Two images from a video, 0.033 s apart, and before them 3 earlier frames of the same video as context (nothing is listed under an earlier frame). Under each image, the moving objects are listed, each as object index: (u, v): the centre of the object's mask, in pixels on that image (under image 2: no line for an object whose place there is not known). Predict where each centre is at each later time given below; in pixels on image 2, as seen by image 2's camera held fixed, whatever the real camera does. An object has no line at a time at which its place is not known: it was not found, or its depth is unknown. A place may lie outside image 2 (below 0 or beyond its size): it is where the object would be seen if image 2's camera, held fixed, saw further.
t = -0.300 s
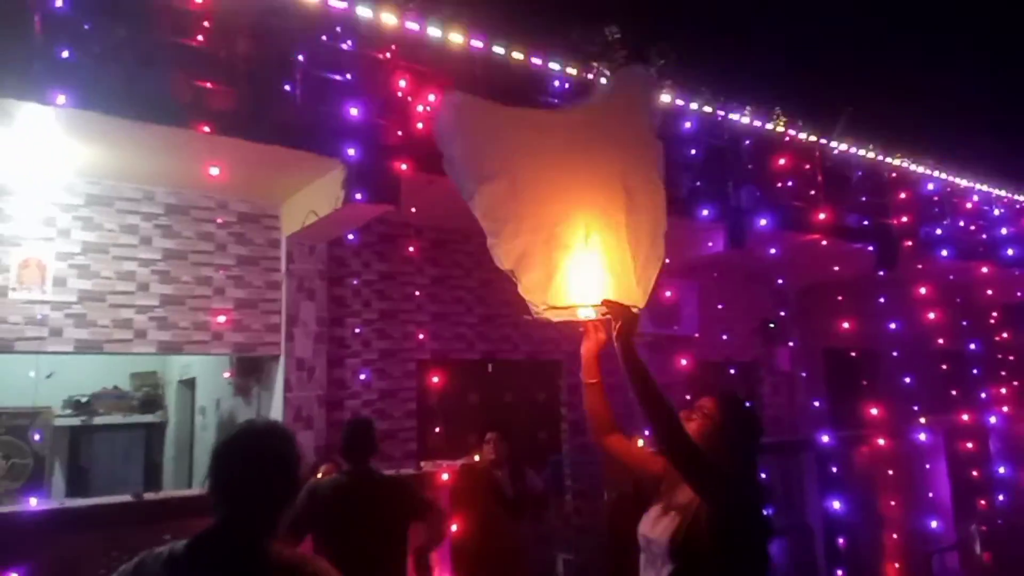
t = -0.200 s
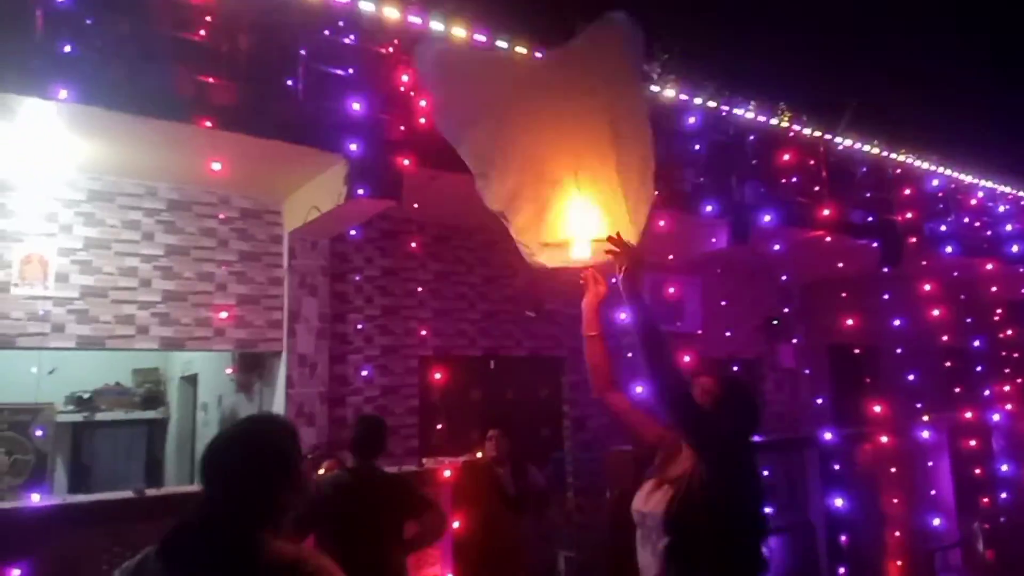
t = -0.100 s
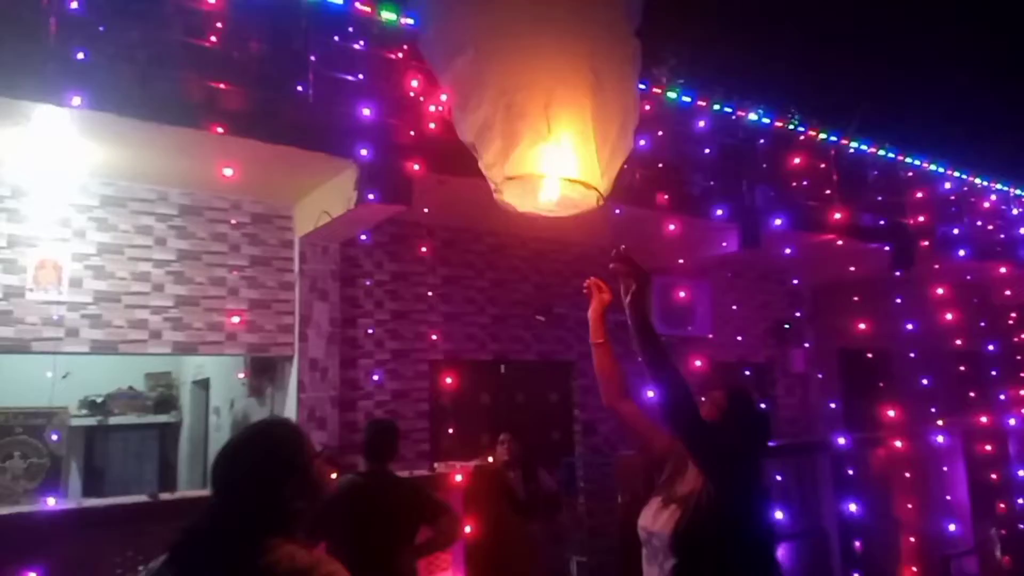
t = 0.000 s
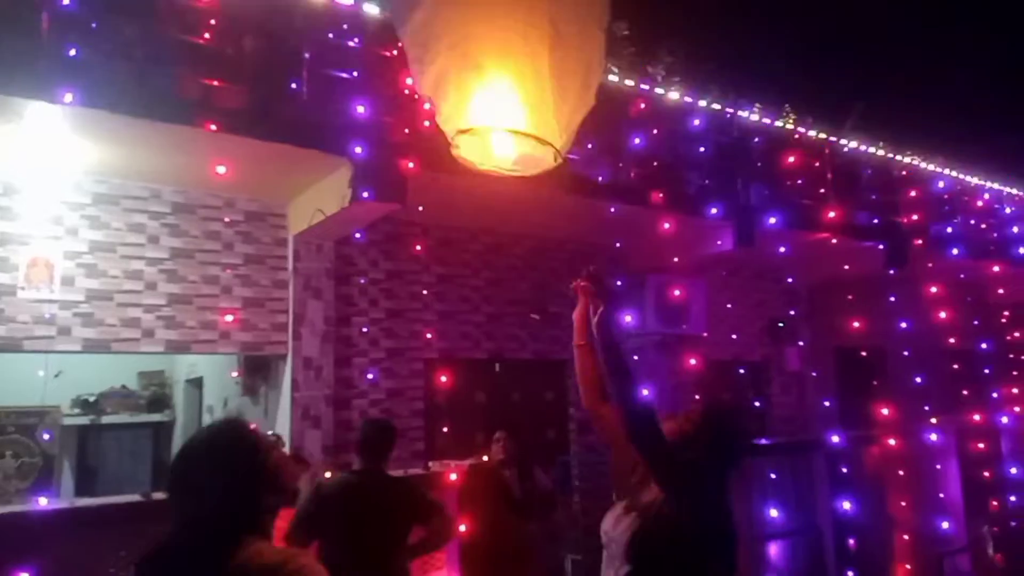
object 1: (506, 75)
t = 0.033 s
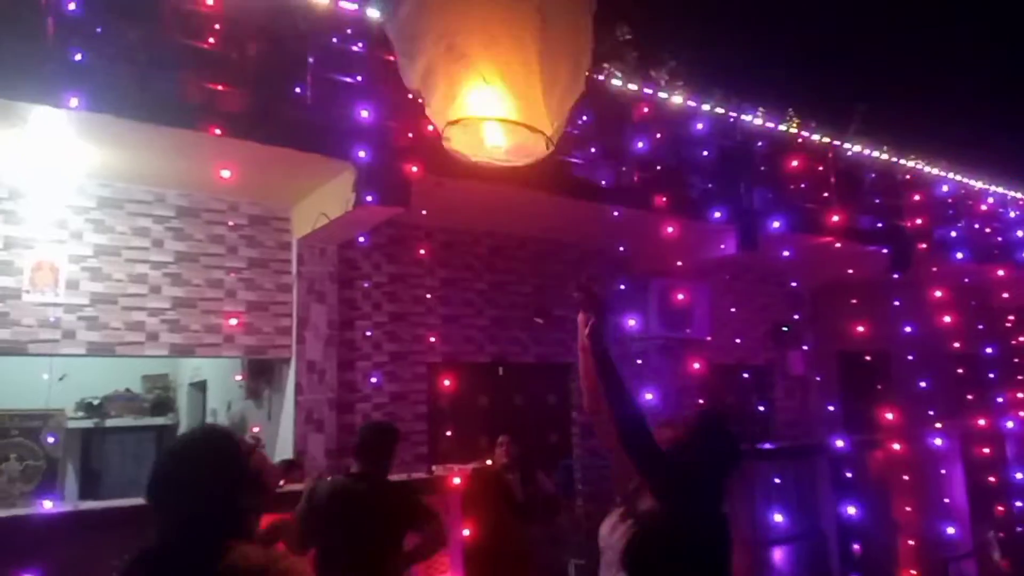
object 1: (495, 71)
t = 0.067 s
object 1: (482, 64)
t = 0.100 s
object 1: (472, 57)
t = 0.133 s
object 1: (460, 54)
